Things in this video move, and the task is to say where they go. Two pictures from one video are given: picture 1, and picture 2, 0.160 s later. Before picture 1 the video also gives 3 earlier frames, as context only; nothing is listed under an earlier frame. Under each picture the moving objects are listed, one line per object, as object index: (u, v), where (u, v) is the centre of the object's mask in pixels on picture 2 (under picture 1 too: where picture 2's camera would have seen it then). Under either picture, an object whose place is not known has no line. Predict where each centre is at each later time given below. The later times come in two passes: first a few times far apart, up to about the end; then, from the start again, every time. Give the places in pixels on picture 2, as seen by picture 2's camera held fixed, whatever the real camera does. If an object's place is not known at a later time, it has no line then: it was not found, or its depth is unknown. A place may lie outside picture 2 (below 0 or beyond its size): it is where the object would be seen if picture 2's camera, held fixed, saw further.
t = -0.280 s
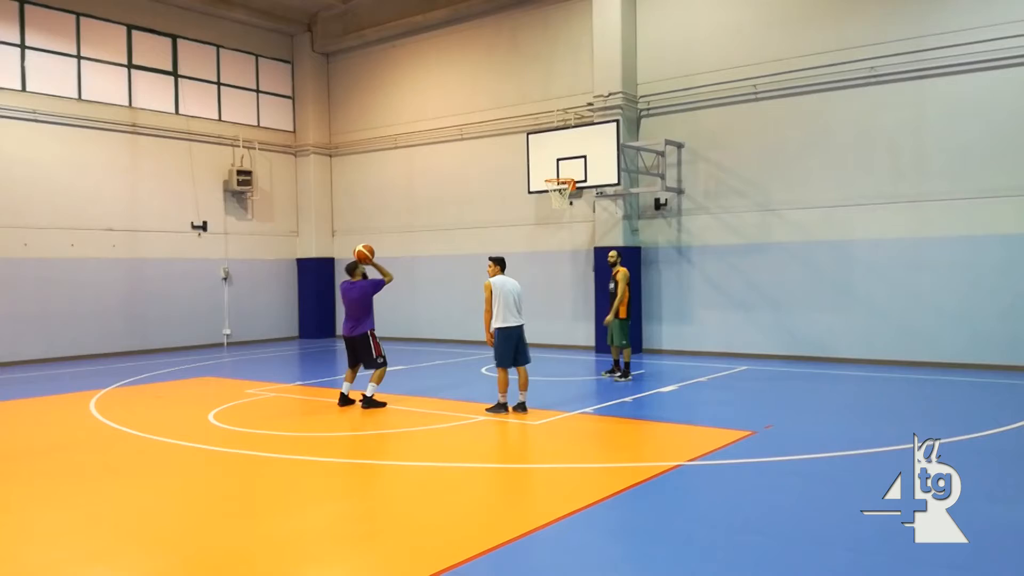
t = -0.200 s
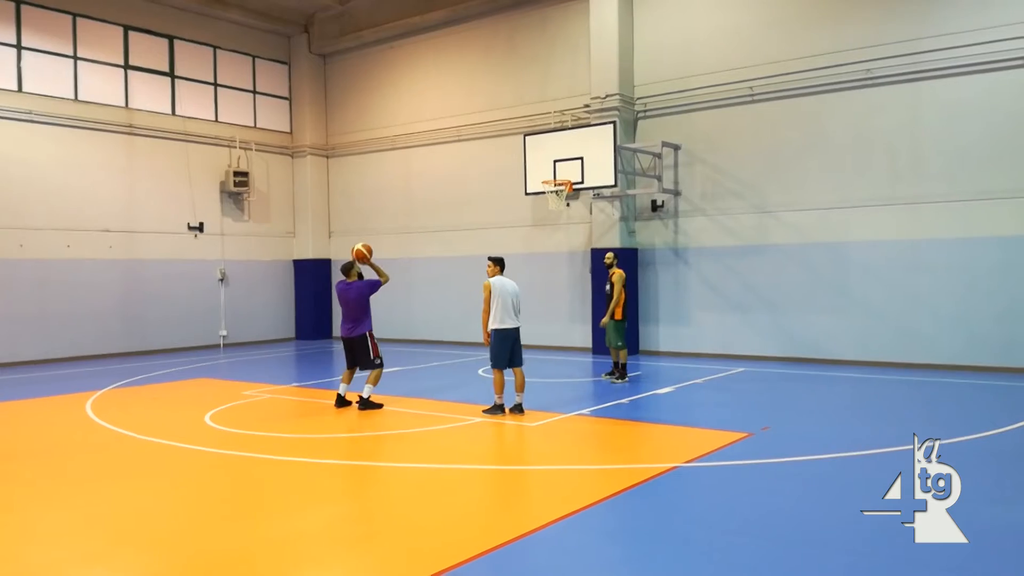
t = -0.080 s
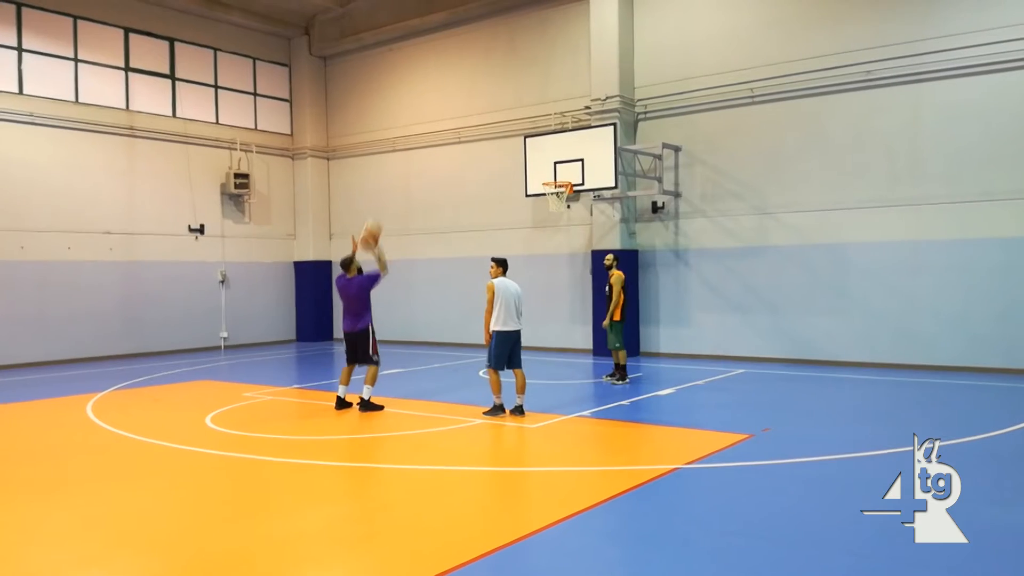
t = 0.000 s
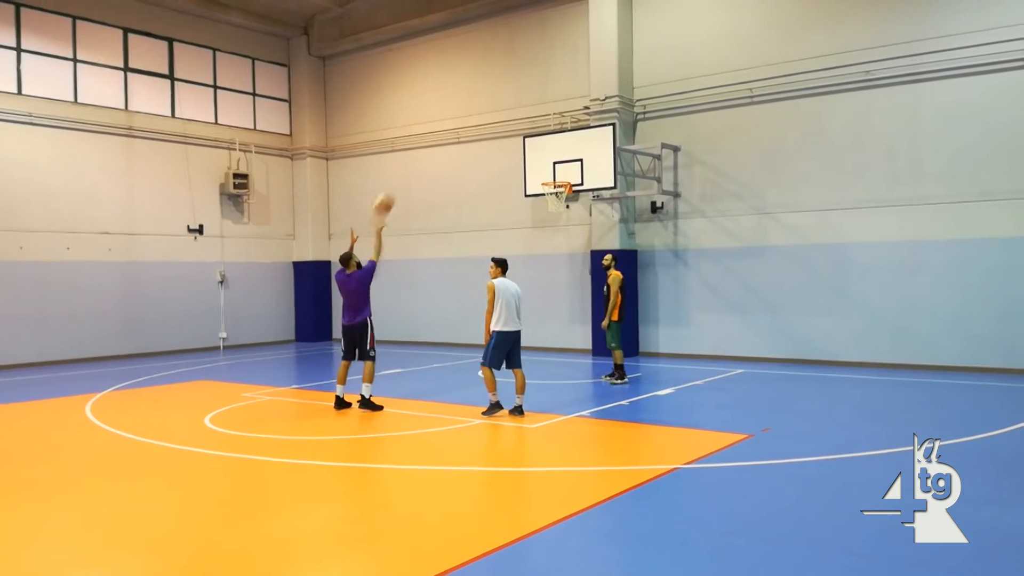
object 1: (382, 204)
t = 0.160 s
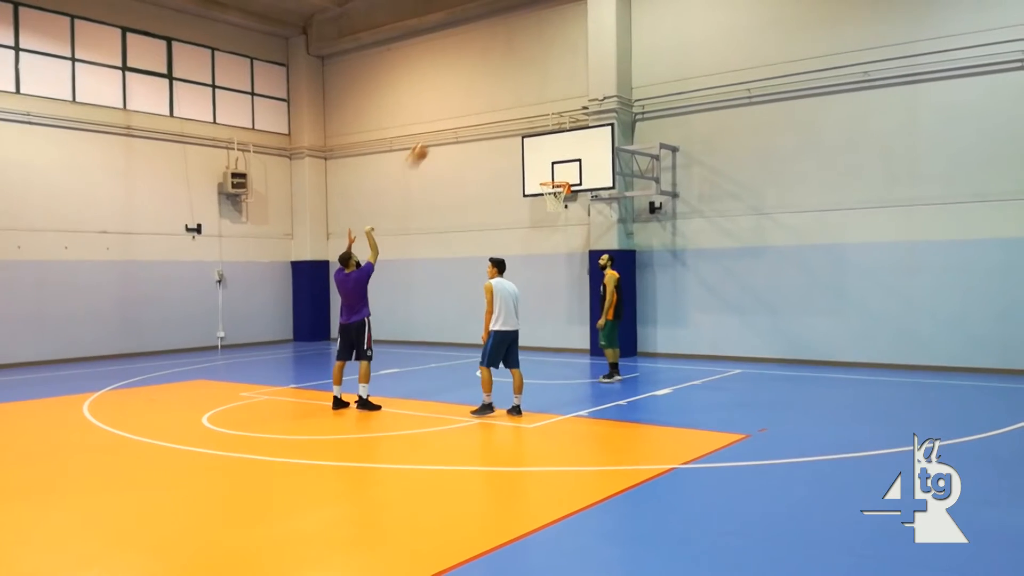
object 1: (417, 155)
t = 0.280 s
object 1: (442, 132)
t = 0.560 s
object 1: (494, 120)
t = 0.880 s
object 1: (544, 167)
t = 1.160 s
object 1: (567, 234)
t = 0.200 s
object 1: (427, 145)
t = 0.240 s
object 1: (434, 138)
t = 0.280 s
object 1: (442, 132)
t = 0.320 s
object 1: (450, 127)
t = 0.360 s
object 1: (459, 123)
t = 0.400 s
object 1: (467, 120)
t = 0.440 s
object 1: (473, 118)
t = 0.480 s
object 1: (479, 118)
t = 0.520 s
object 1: (487, 119)
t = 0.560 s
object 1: (494, 120)
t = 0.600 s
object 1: (501, 124)
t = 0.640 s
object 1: (507, 127)
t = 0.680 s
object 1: (514, 132)
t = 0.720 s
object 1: (520, 138)
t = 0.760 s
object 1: (527, 144)
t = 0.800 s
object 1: (532, 150)
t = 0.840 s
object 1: (537, 157)
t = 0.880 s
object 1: (544, 167)
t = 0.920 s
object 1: (550, 178)
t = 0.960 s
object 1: (555, 189)
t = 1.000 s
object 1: (557, 197)
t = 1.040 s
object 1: (560, 204)
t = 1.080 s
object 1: (563, 212)
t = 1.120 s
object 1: (564, 225)
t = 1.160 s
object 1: (567, 234)
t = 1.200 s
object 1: (568, 244)
